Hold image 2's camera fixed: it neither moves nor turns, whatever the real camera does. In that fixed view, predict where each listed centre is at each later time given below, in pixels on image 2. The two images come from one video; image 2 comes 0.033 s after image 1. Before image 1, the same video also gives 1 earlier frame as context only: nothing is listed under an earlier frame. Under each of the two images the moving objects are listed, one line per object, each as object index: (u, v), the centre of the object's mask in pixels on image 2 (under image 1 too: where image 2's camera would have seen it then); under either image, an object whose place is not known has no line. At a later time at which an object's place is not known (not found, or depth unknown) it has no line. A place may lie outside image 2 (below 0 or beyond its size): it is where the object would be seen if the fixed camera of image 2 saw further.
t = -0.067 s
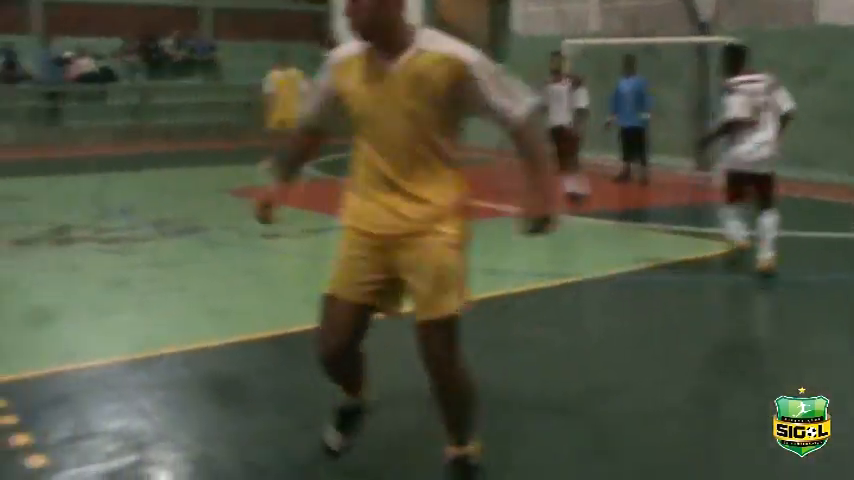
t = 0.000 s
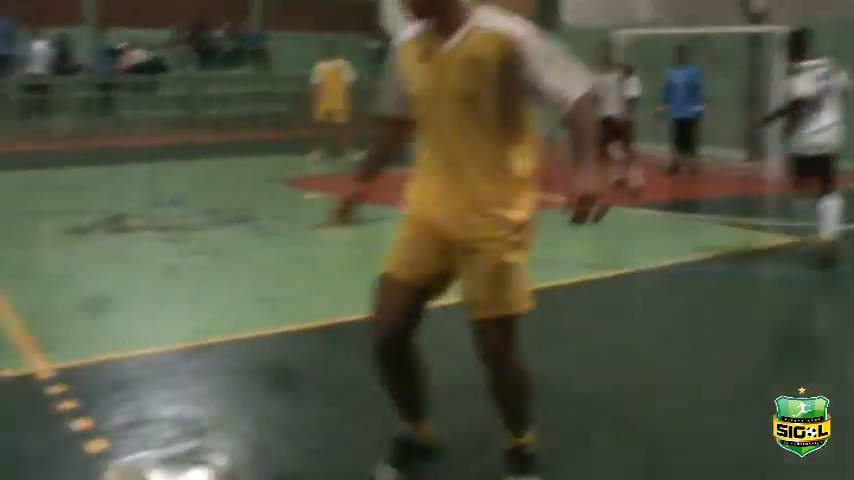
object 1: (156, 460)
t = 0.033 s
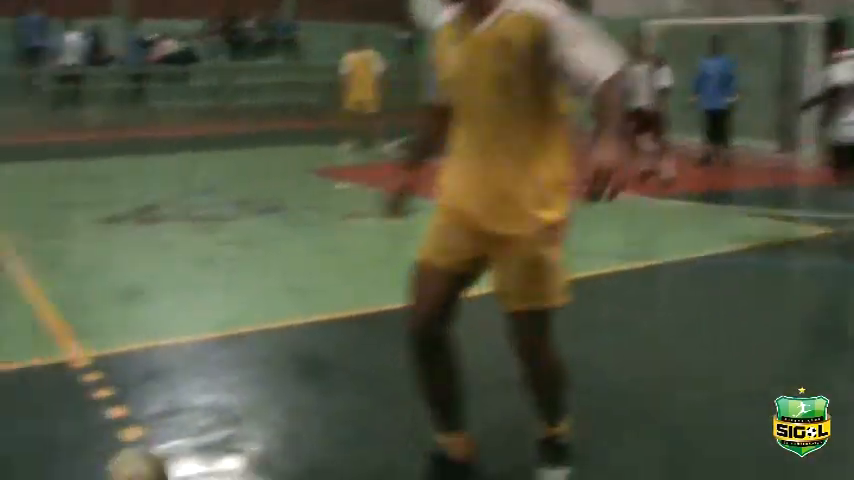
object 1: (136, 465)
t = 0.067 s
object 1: (112, 469)
